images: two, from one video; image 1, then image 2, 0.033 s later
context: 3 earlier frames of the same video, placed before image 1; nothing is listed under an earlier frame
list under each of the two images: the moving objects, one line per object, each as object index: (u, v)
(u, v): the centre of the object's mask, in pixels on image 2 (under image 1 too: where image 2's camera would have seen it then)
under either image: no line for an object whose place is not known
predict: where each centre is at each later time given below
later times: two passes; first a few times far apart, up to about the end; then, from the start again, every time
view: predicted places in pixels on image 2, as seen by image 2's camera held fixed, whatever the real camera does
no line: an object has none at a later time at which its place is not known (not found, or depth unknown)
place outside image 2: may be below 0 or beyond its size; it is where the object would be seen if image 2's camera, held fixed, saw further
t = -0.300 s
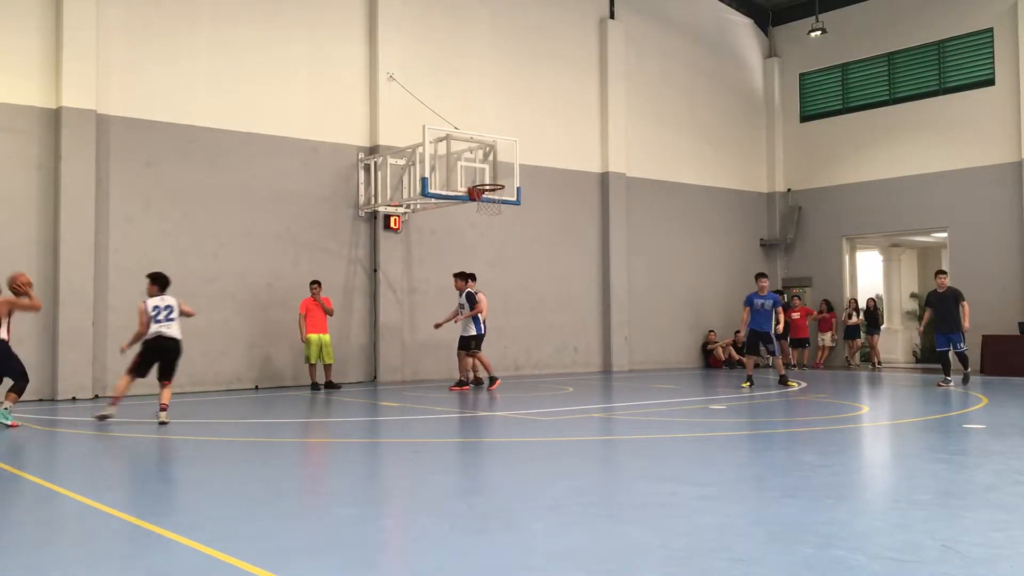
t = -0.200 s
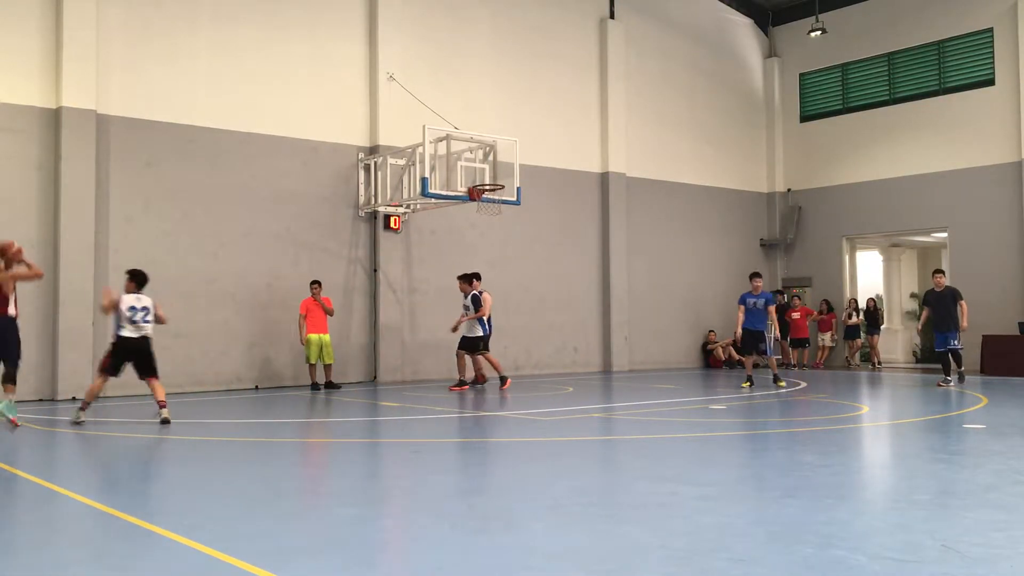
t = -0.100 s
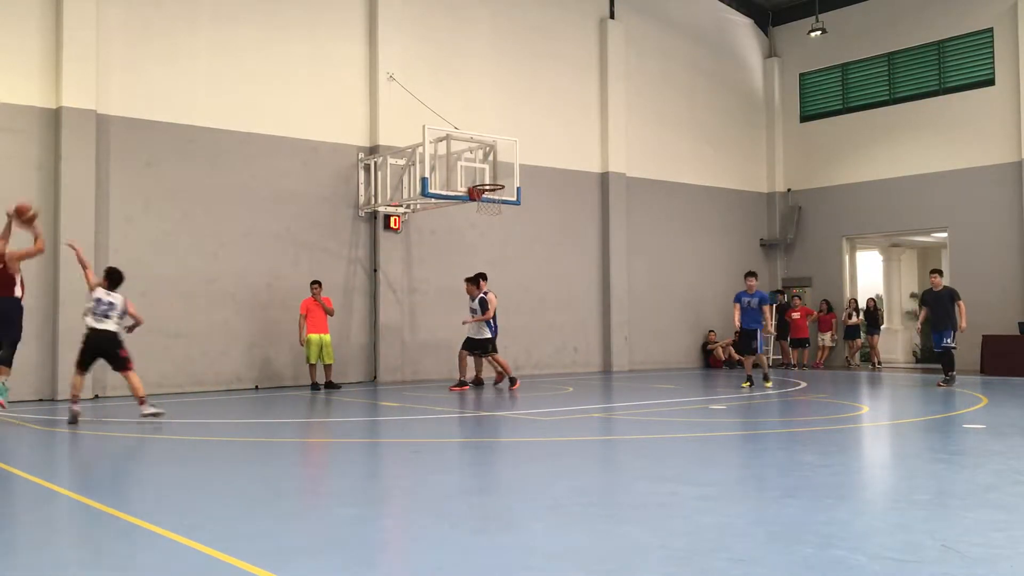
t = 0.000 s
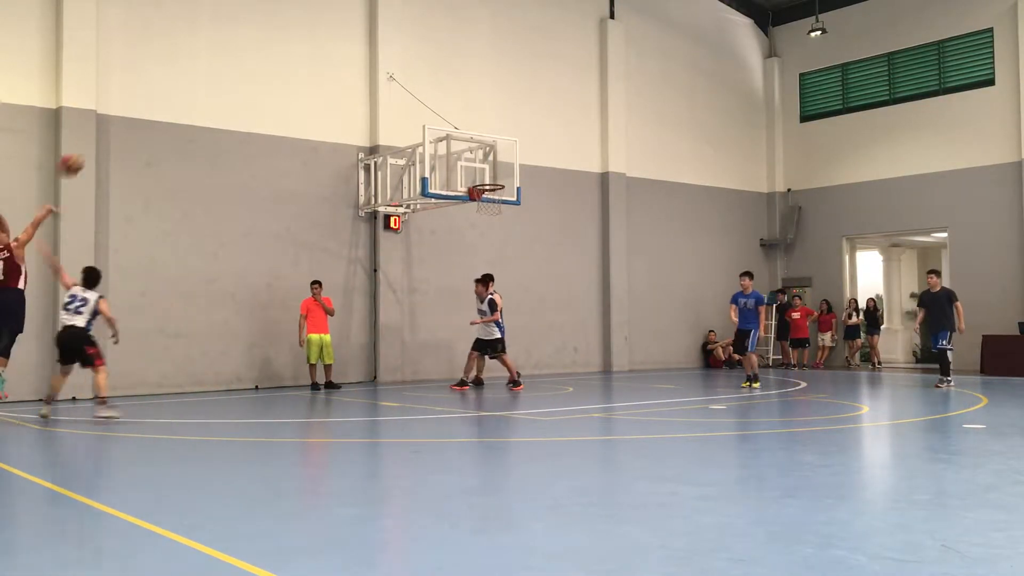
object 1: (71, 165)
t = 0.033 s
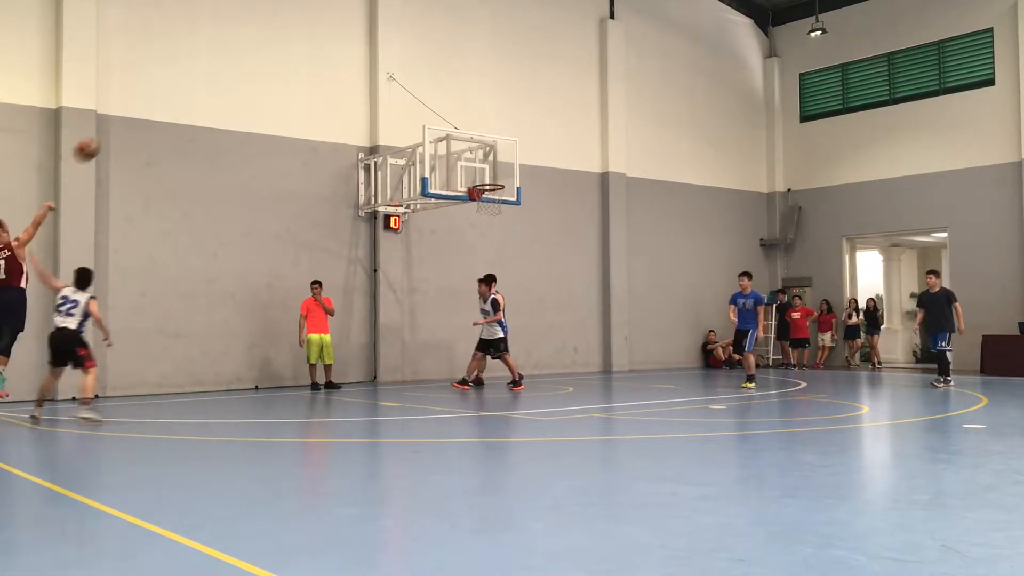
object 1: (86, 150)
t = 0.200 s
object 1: (163, 93)
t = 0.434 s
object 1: (256, 56)
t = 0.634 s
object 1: (326, 60)
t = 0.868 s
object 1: (398, 96)
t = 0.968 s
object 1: (426, 120)
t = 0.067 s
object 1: (102, 137)
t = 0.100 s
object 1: (119, 124)
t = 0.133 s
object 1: (134, 112)
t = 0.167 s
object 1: (149, 102)
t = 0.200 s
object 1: (163, 93)
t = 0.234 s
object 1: (178, 84)
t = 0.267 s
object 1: (191, 78)
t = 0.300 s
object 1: (205, 71)
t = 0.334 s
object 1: (218, 66)
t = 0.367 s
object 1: (231, 62)
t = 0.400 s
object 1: (244, 59)
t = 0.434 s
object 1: (256, 56)
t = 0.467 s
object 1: (268, 55)
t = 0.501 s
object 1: (281, 54)
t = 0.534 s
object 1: (292, 54)
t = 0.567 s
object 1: (304, 55)
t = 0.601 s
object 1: (315, 57)
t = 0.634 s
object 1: (326, 60)
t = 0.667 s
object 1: (337, 62)
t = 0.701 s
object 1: (348, 66)
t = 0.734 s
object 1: (358, 71)
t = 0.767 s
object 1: (368, 76)
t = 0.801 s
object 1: (378, 82)
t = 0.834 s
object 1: (388, 88)
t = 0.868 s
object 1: (398, 96)
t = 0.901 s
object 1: (407, 103)
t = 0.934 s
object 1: (417, 111)
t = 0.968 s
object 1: (426, 120)
